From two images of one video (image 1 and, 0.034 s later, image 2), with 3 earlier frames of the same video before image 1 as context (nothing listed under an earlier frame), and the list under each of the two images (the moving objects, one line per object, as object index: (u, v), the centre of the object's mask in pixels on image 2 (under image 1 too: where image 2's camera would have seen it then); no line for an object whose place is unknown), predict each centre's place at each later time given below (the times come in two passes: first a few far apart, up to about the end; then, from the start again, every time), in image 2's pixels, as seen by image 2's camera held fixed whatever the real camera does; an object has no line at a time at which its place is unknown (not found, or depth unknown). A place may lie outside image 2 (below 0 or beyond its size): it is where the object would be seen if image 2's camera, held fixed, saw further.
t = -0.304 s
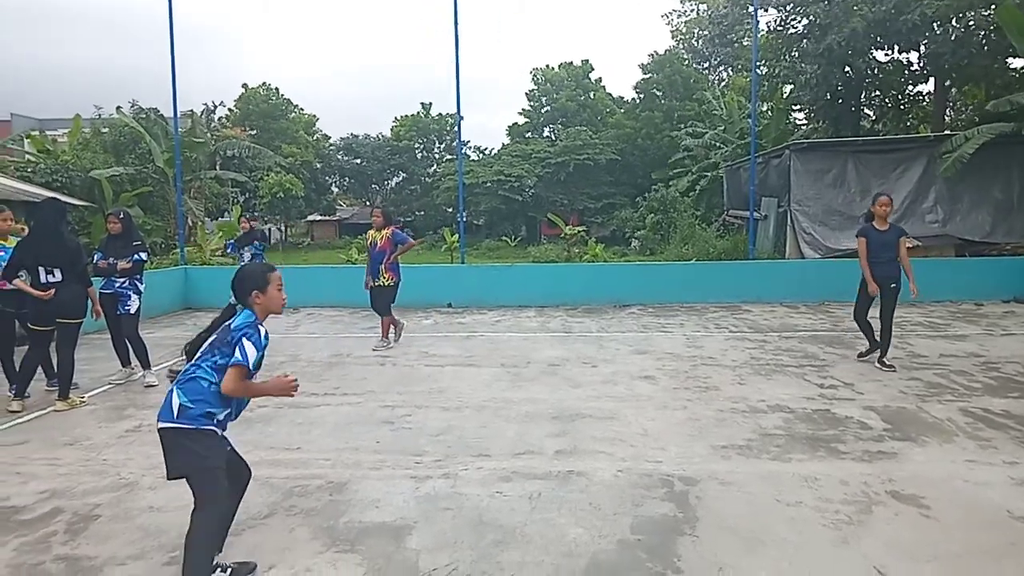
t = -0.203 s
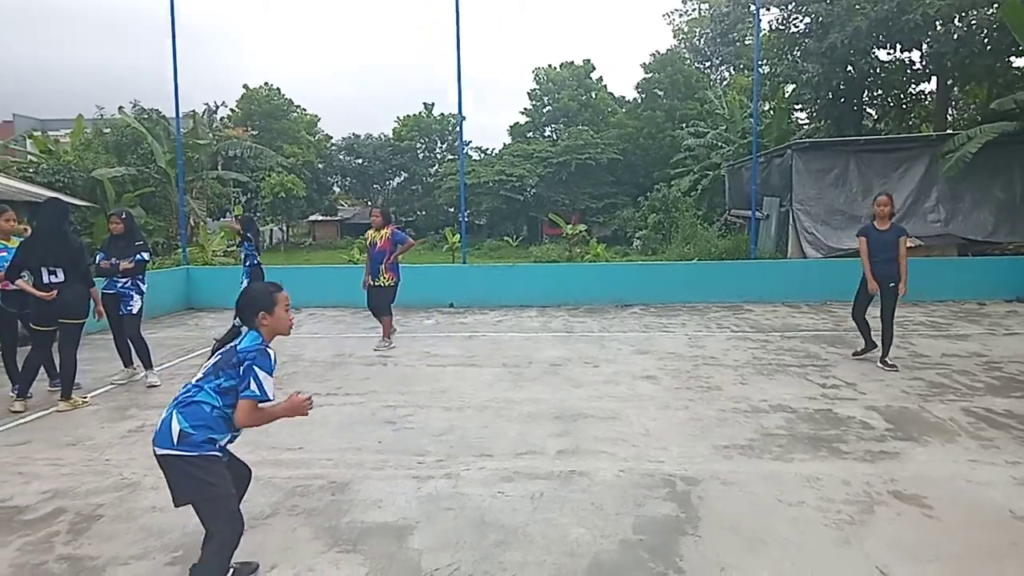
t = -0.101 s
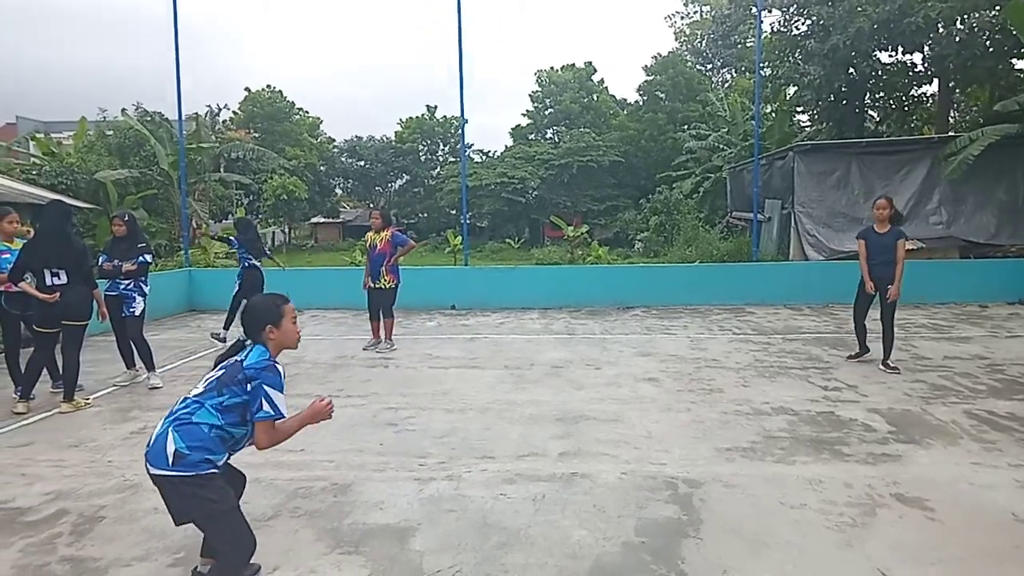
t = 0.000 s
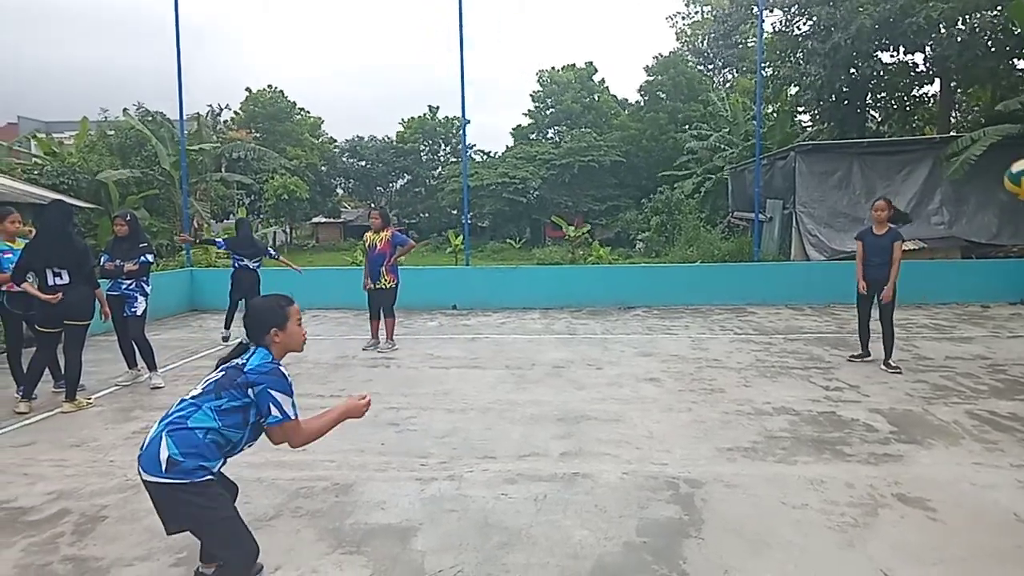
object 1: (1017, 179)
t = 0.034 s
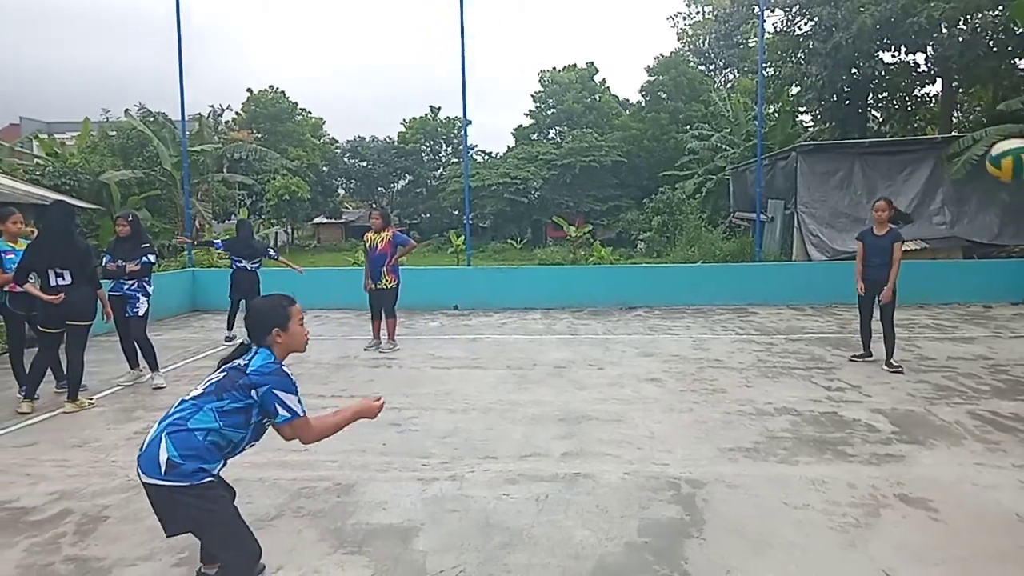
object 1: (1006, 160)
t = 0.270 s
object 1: (854, 81)
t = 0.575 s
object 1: (591, 169)
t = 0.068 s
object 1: (992, 143)
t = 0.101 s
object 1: (971, 127)
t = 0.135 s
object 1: (949, 114)
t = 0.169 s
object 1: (927, 103)
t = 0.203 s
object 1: (903, 93)
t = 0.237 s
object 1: (879, 86)
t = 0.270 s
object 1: (854, 81)
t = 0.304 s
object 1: (829, 79)
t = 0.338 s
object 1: (802, 79)
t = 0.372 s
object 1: (775, 82)
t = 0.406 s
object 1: (747, 88)
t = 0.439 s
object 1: (717, 97)
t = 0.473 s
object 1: (688, 109)
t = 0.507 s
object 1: (657, 125)
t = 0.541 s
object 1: (625, 145)
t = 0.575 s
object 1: (591, 169)
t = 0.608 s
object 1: (557, 196)
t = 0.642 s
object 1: (522, 227)
